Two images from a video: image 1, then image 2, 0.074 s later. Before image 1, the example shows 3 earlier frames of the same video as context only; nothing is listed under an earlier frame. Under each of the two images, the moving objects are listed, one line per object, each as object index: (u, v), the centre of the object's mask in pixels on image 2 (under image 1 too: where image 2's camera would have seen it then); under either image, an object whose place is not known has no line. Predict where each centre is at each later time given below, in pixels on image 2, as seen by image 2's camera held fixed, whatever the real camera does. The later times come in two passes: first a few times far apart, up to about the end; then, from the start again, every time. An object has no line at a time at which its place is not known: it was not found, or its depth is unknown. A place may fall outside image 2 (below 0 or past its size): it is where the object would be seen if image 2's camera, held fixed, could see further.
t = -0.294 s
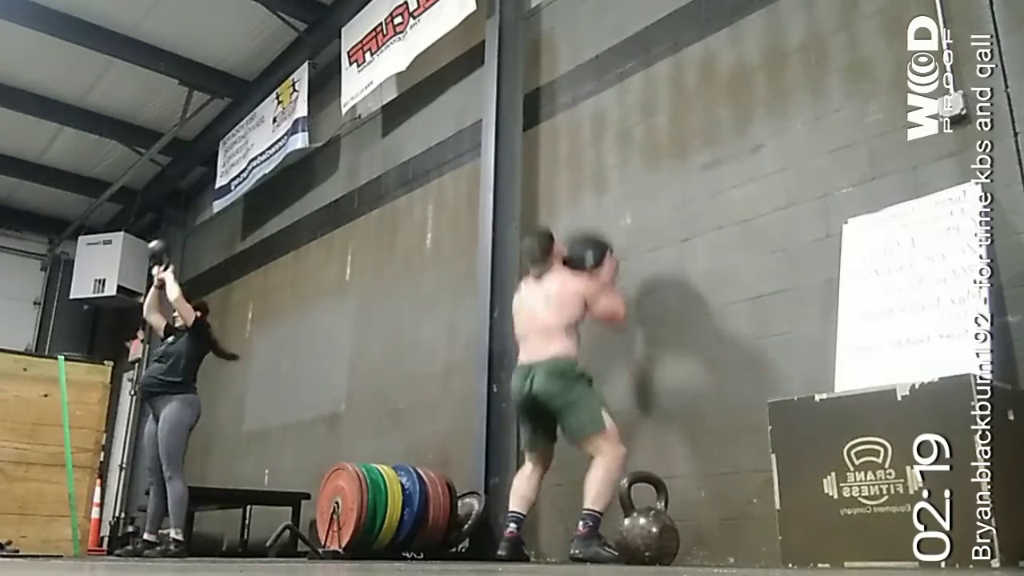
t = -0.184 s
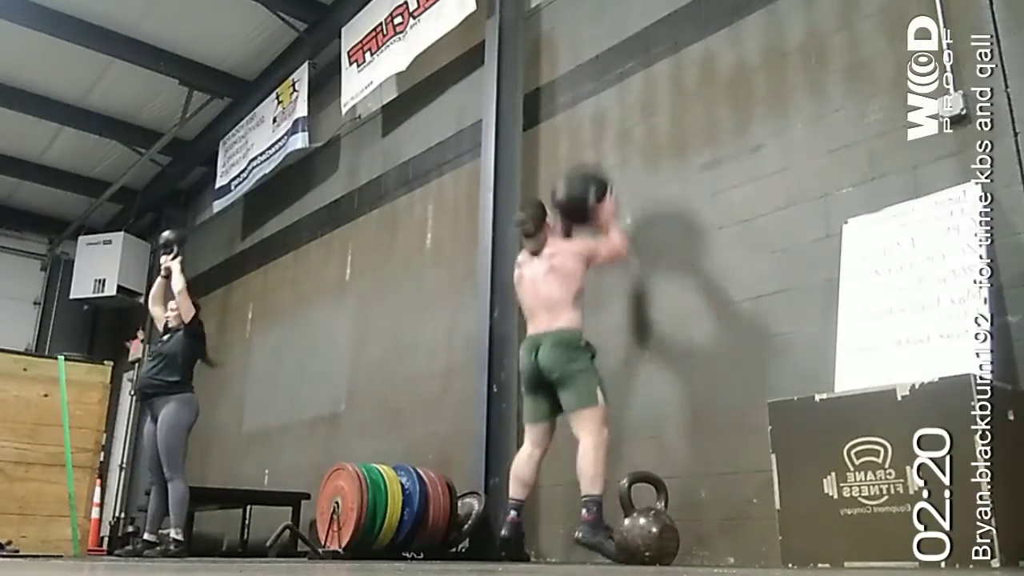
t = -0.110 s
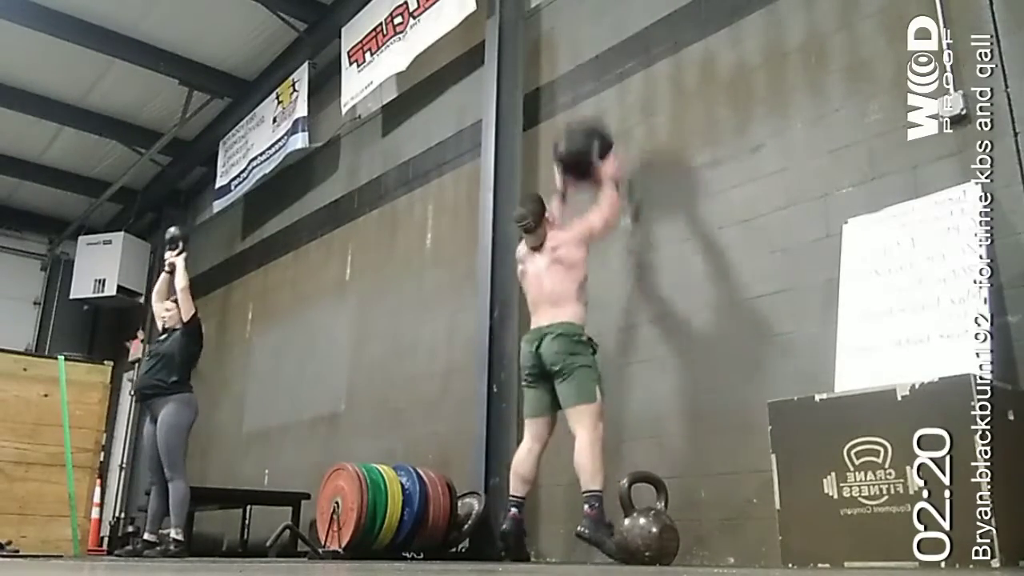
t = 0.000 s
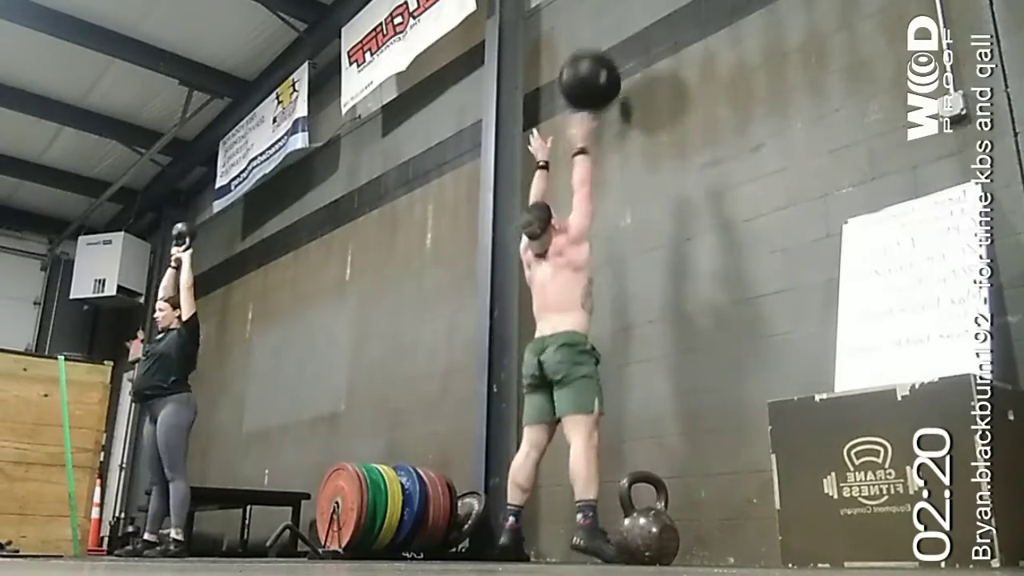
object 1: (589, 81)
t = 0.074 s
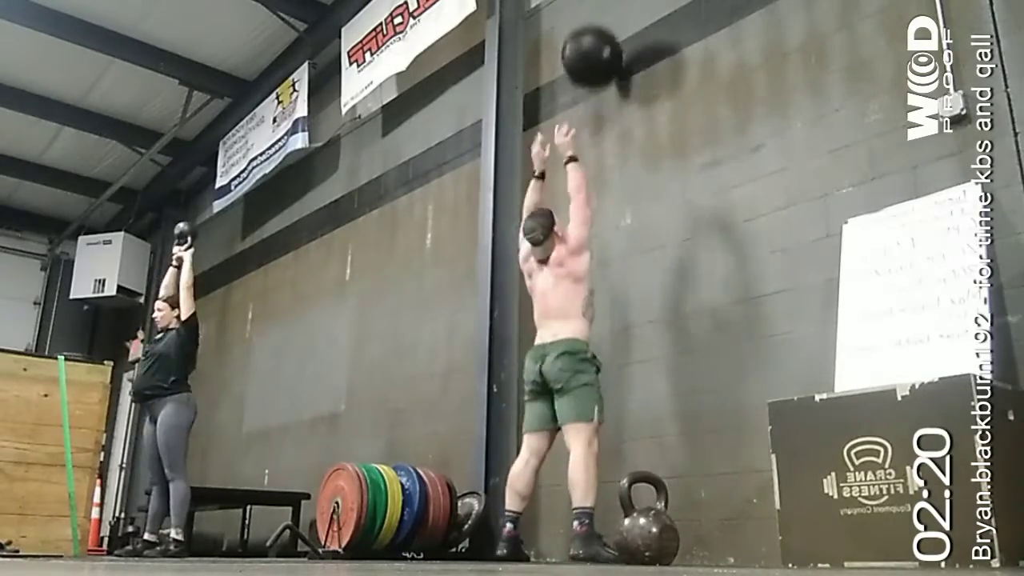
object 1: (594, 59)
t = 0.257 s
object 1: (601, 30)
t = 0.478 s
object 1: (601, 38)
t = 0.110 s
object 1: (596, 50)
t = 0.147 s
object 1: (598, 42)
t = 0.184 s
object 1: (598, 36)
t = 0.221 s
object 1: (599, 31)
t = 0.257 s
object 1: (601, 30)
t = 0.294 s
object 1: (603, 28)
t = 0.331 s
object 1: (603, 28)
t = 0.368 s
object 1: (603, 29)
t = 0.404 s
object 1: (603, 30)
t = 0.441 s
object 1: (602, 33)
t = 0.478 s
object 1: (601, 38)
